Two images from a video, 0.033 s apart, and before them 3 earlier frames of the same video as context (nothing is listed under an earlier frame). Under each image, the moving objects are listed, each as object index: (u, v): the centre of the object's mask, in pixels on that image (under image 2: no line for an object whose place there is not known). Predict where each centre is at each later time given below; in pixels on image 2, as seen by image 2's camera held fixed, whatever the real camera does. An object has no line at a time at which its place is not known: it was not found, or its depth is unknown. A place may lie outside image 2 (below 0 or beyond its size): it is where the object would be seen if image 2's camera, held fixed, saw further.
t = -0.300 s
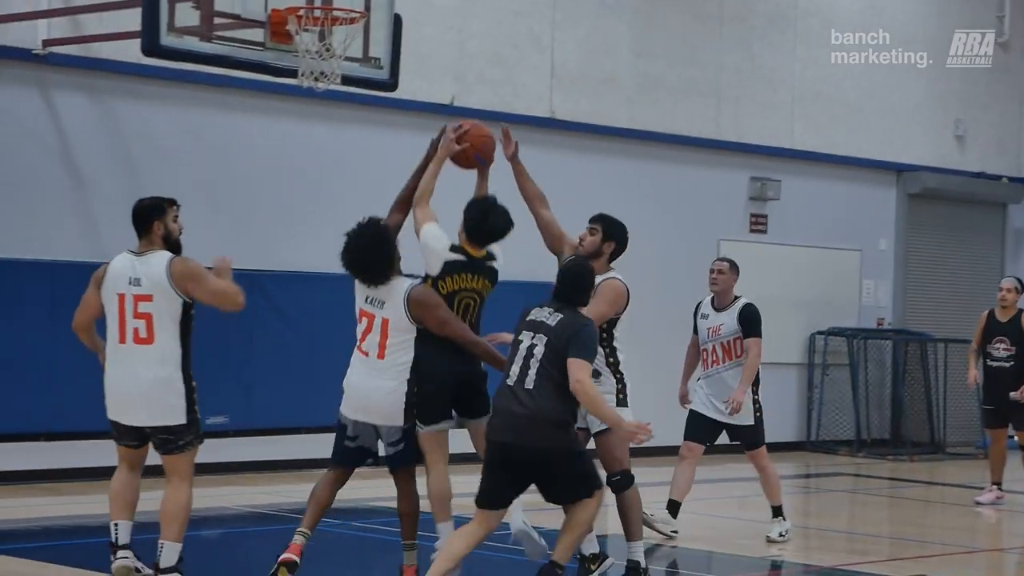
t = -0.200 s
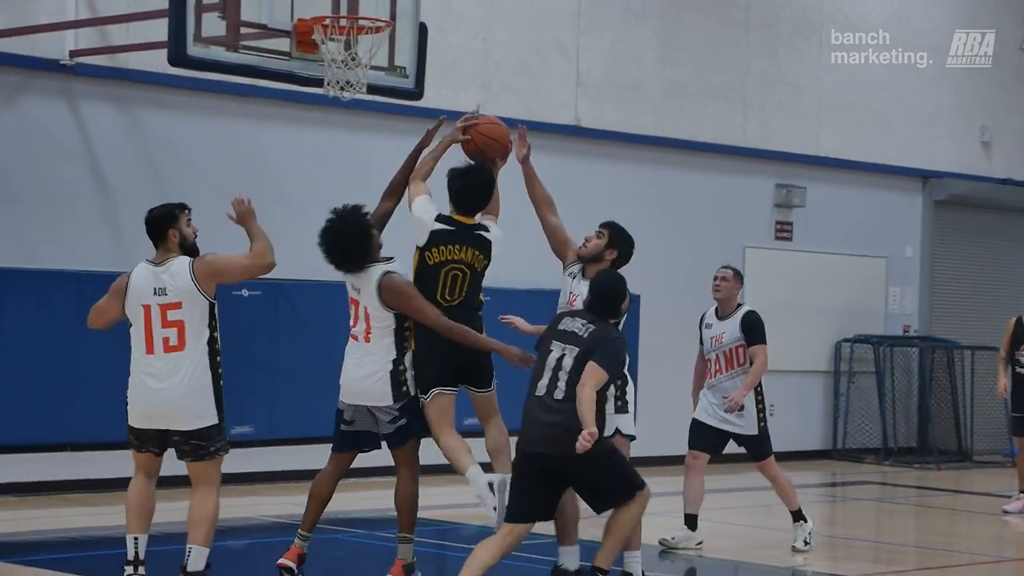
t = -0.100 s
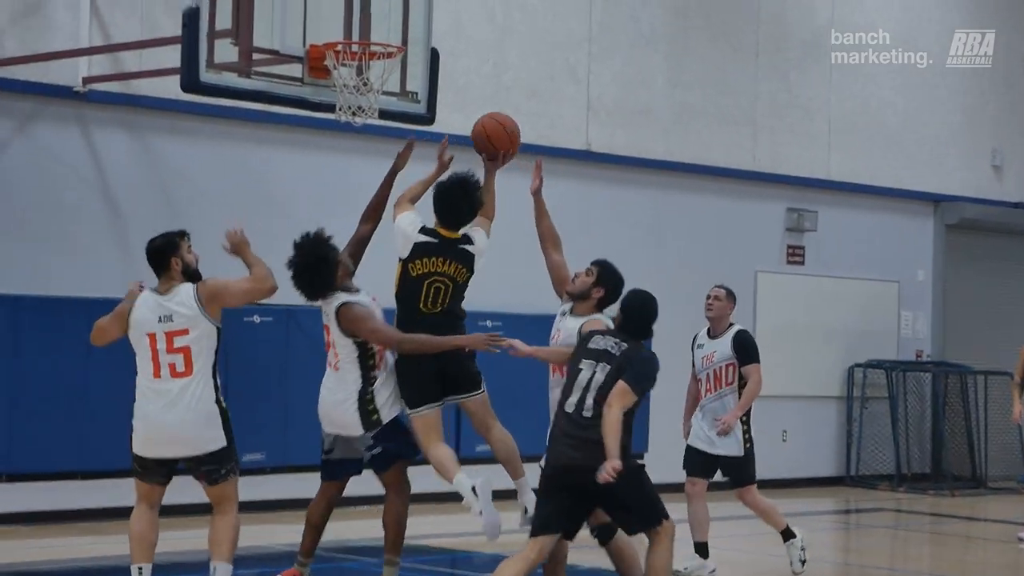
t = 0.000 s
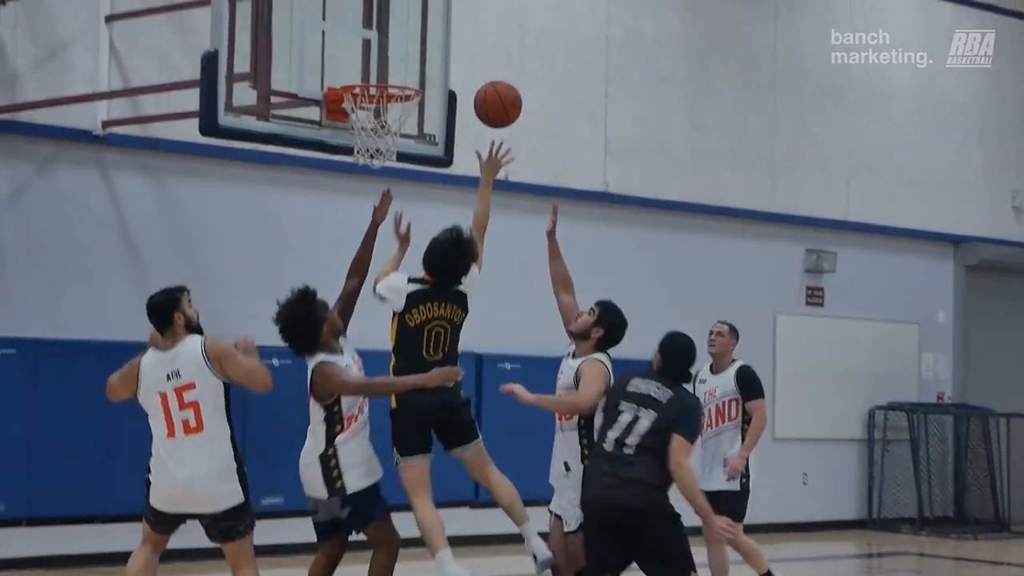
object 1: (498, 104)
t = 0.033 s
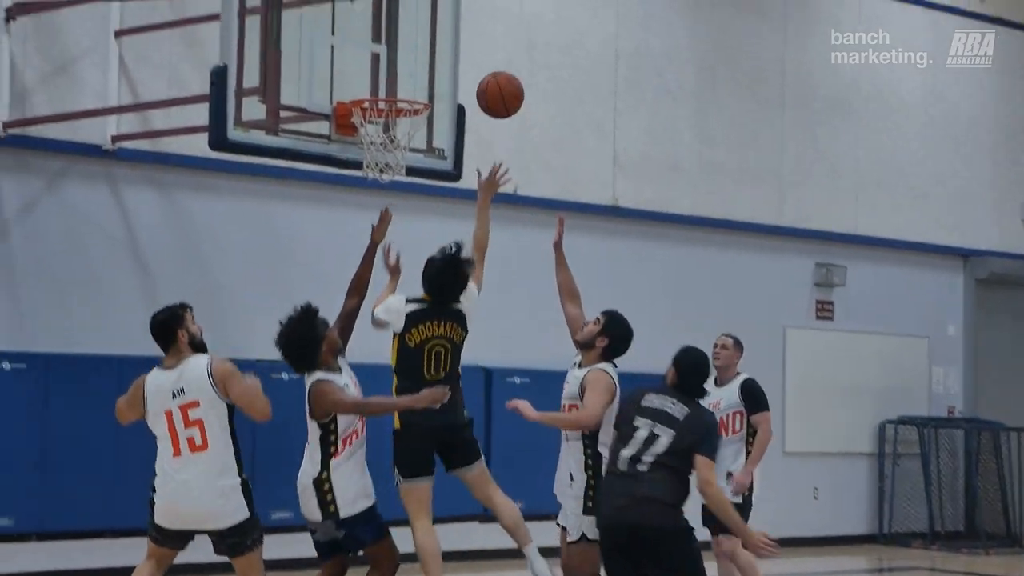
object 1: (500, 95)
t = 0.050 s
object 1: (497, 84)
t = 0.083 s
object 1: (490, 64)
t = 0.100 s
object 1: (486, 54)
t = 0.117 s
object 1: (483, 47)
